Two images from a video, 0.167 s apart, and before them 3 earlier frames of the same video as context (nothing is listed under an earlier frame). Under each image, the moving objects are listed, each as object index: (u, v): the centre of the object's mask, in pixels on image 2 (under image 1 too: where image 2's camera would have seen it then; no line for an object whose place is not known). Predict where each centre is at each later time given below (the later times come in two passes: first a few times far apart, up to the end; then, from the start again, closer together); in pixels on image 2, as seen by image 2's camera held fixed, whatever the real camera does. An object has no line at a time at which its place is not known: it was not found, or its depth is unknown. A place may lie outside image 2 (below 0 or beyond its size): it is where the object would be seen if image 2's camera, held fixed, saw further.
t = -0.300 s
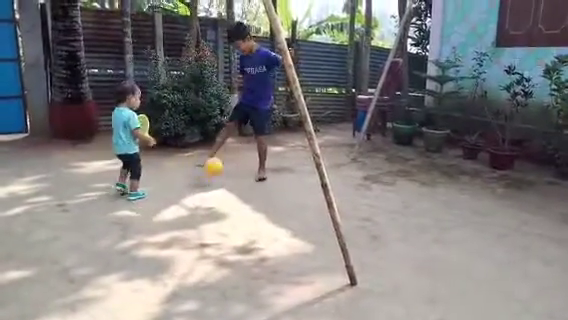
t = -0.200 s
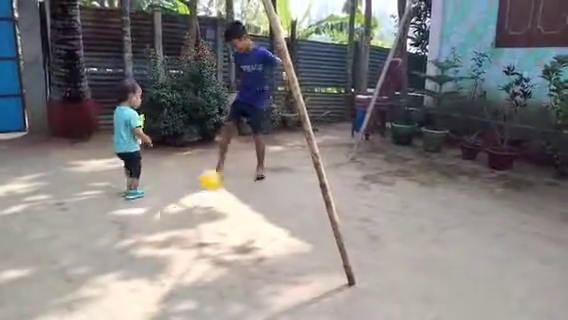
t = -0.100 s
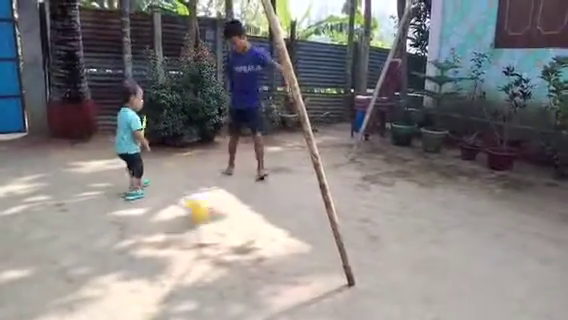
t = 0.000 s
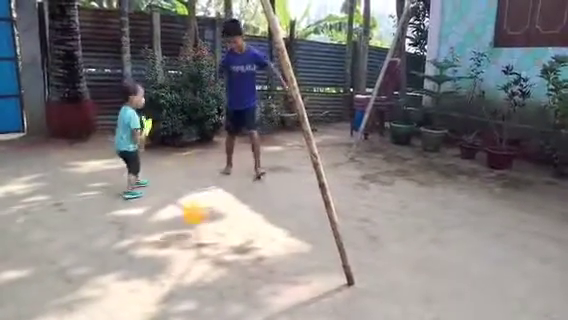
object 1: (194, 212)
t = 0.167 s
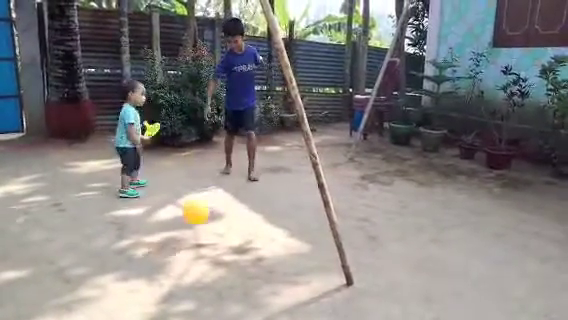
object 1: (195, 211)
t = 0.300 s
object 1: (196, 220)
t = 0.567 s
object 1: (211, 228)
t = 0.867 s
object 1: (223, 240)
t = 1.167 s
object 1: (226, 241)
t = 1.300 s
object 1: (224, 243)
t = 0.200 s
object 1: (196, 210)
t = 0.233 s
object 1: (196, 212)
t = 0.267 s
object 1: (195, 215)
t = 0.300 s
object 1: (196, 220)
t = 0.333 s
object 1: (196, 224)
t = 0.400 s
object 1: (196, 237)
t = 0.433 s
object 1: (198, 237)
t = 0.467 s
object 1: (202, 233)
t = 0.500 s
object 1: (204, 231)
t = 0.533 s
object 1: (209, 228)
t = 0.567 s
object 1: (211, 228)
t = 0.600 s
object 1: (212, 228)
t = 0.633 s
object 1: (215, 230)
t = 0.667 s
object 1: (217, 232)
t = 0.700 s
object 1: (217, 237)
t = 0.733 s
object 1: (222, 241)
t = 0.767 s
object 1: (222, 242)
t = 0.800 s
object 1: (222, 241)
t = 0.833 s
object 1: (223, 241)
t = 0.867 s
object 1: (223, 240)
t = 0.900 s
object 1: (224, 240)
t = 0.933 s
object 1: (225, 240)
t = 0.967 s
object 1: (226, 241)
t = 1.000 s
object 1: (227, 241)
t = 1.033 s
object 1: (227, 242)
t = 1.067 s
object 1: (227, 241)
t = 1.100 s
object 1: (226, 242)
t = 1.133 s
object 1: (227, 240)
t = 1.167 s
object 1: (226, 241)
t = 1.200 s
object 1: (225, 242)
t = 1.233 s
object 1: (224, 242)
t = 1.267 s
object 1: (224, 243)
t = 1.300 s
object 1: (224, 243)
